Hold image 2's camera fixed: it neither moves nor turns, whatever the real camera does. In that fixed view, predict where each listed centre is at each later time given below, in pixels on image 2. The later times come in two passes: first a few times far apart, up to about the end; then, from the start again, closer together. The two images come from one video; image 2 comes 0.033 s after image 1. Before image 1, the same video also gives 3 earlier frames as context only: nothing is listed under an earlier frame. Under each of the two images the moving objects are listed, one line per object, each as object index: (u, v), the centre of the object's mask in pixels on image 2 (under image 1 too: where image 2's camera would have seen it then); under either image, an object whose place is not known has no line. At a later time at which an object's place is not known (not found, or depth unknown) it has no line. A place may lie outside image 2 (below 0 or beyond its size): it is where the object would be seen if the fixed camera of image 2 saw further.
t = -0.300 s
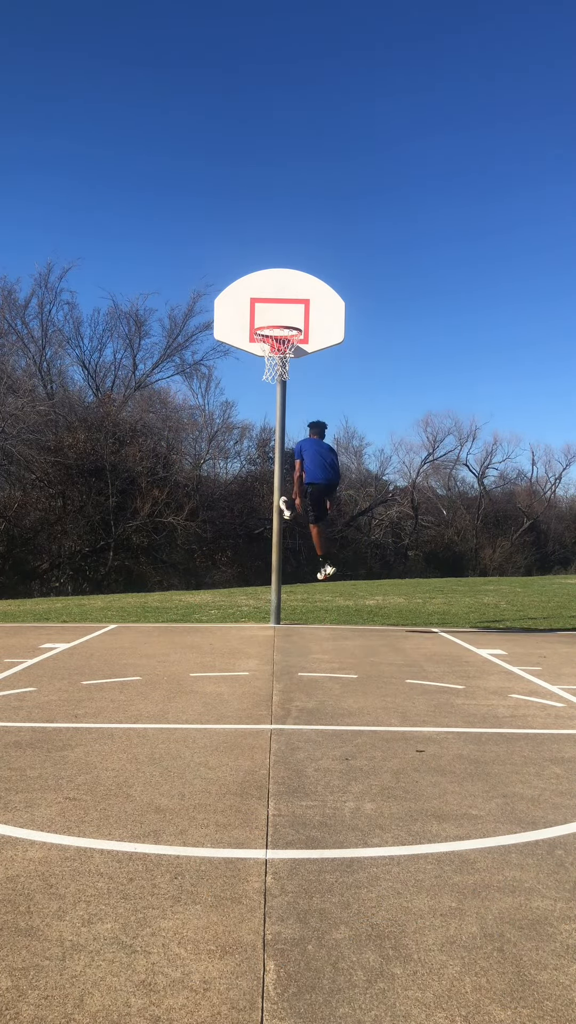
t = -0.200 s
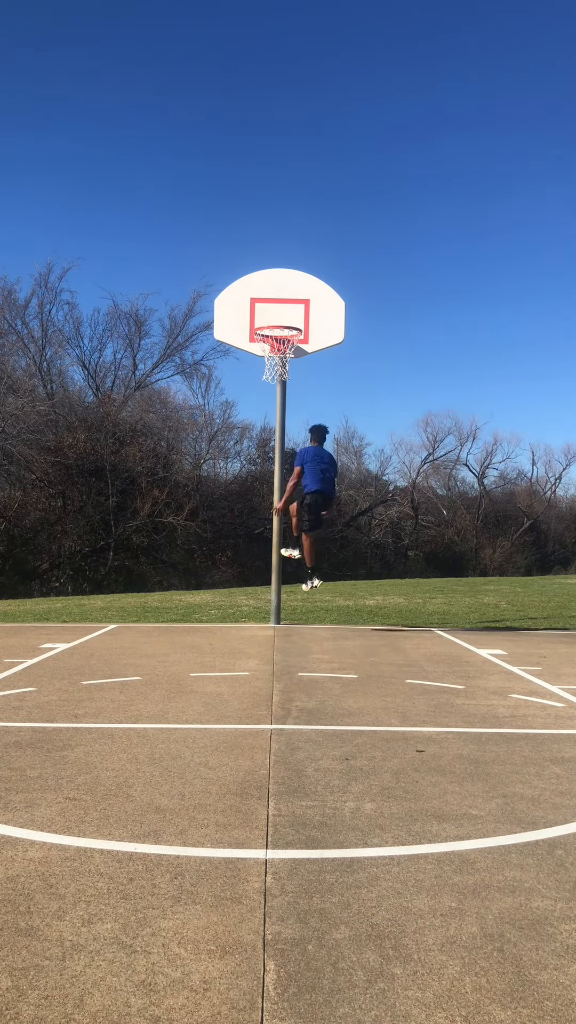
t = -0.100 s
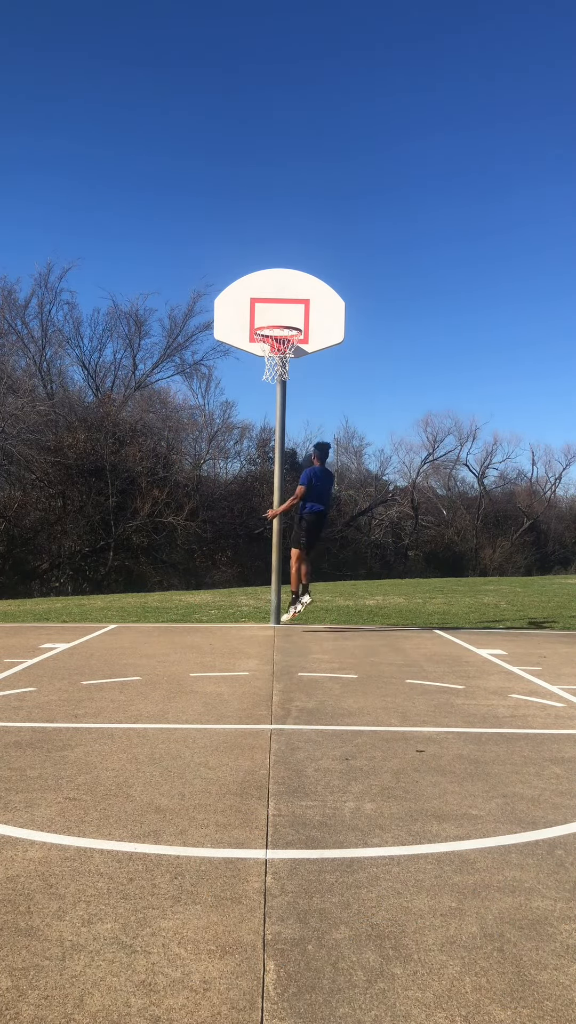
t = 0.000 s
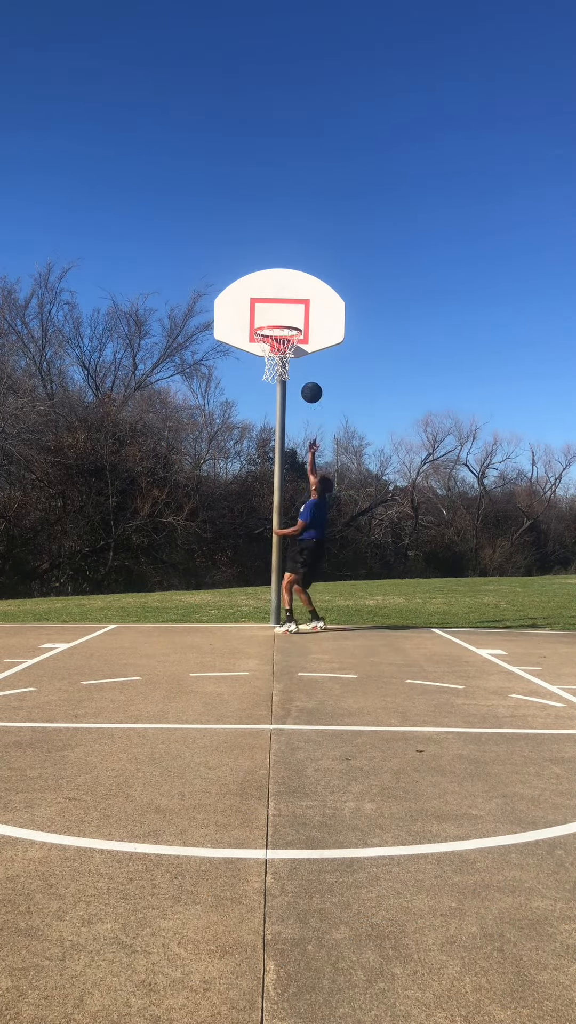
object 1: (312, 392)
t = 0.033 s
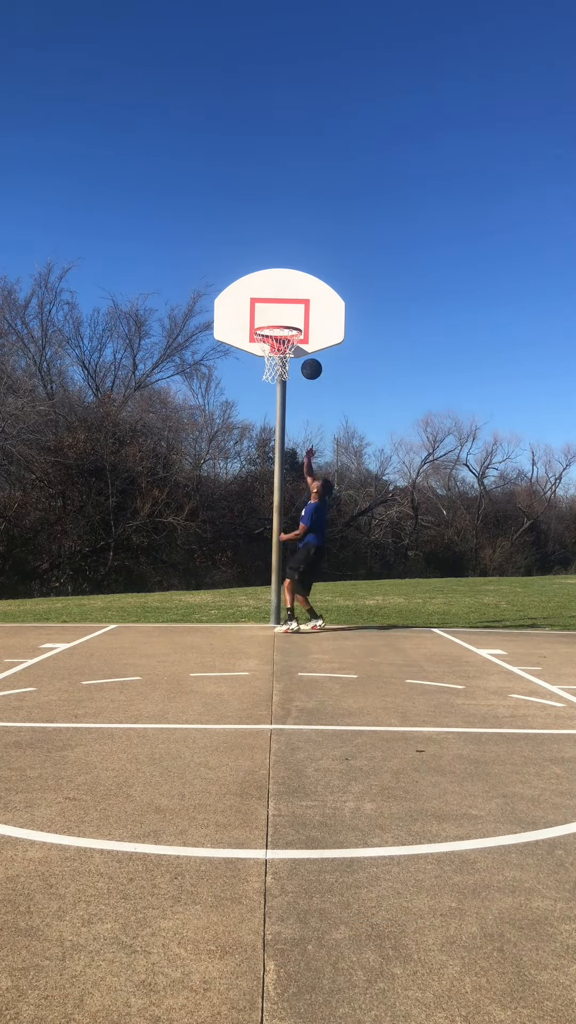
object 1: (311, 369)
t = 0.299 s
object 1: (309, 213)
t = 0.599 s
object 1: (306, 108)
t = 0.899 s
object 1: (301, 81)
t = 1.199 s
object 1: (294, 137)
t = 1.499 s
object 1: (284, 286)
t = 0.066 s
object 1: (314, 354)
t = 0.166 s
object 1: (314, 275)
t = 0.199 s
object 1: (310, 264)
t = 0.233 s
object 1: (310, 246)
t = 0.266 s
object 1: (310, 229)
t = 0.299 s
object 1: (309, 213)
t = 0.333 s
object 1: (309, 197)
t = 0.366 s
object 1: (308, 183)
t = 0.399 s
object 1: (308, 170)
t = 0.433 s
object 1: (308, 157)
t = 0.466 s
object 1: (308, 145)
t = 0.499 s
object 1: (307, 135)
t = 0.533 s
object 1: (307, 125)
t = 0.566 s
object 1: (306, 116)
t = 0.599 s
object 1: (306, 108)
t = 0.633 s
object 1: (305, 102)
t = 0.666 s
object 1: (305, 95)
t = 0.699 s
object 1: (305, 91)
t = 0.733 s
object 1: (304, 86)
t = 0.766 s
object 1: (304, 83)
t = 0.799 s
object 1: (303, 81)
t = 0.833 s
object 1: (302, 80)
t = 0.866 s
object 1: (302, 80)
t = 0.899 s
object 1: (301, 81)
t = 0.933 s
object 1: (301, 83)
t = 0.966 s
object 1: (300, 86)
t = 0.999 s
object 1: (299, 90)
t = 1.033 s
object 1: (298, 95)
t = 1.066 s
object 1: (298, 102)
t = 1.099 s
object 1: (297, 109)
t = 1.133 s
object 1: (296, 117)
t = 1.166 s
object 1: (295, 127)
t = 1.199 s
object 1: (294, 137)
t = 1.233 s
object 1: (294, 149)
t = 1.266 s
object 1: (293, 162)
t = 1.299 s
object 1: (292, 176)
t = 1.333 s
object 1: (290, 191)
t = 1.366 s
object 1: (289, 208)
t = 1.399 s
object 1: (288, 226)
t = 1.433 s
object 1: (287, 245)
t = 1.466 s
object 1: (286, 265)
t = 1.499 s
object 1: (284, 286)
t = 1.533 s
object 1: (283, 309)
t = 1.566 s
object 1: (281, 333)
